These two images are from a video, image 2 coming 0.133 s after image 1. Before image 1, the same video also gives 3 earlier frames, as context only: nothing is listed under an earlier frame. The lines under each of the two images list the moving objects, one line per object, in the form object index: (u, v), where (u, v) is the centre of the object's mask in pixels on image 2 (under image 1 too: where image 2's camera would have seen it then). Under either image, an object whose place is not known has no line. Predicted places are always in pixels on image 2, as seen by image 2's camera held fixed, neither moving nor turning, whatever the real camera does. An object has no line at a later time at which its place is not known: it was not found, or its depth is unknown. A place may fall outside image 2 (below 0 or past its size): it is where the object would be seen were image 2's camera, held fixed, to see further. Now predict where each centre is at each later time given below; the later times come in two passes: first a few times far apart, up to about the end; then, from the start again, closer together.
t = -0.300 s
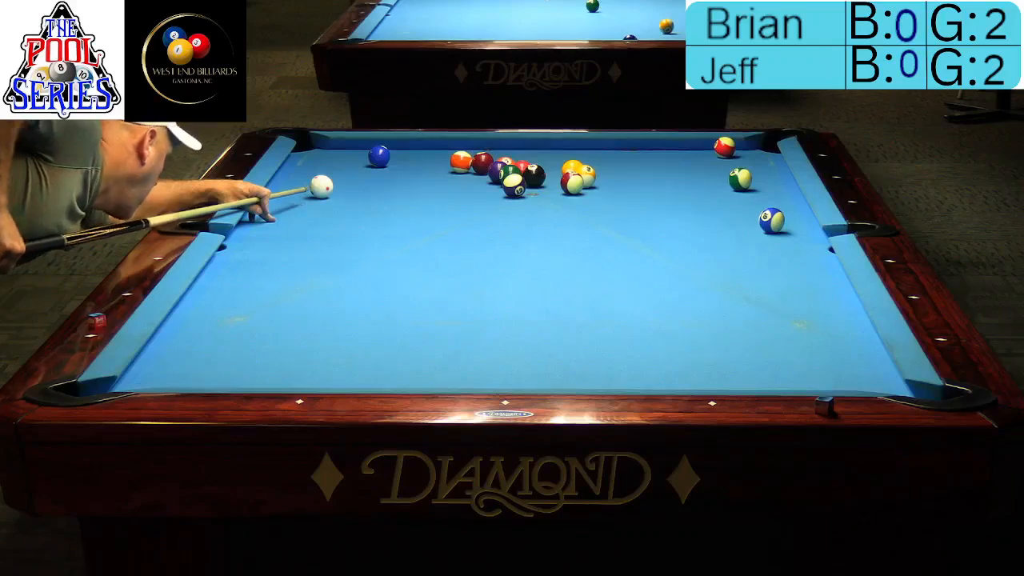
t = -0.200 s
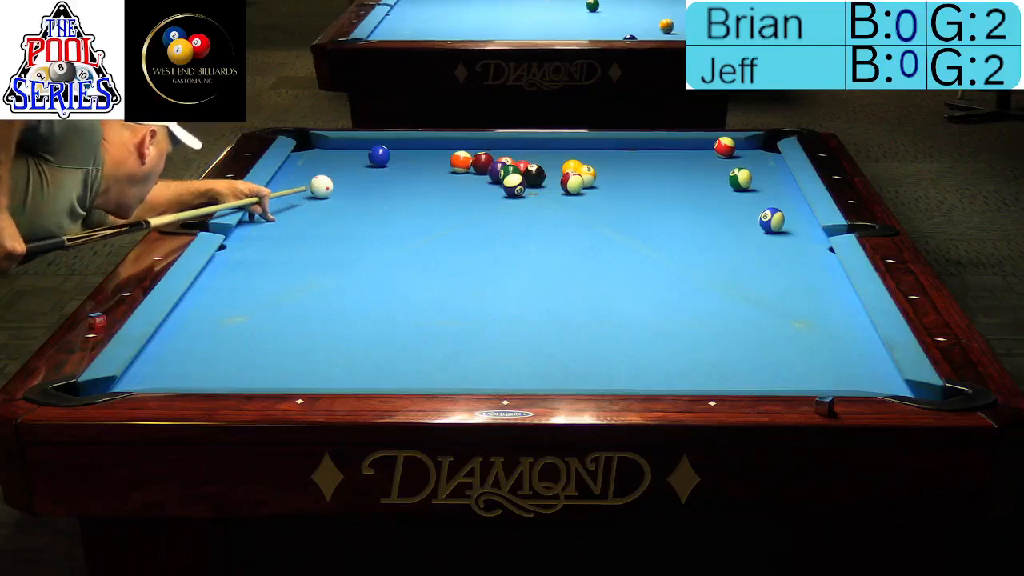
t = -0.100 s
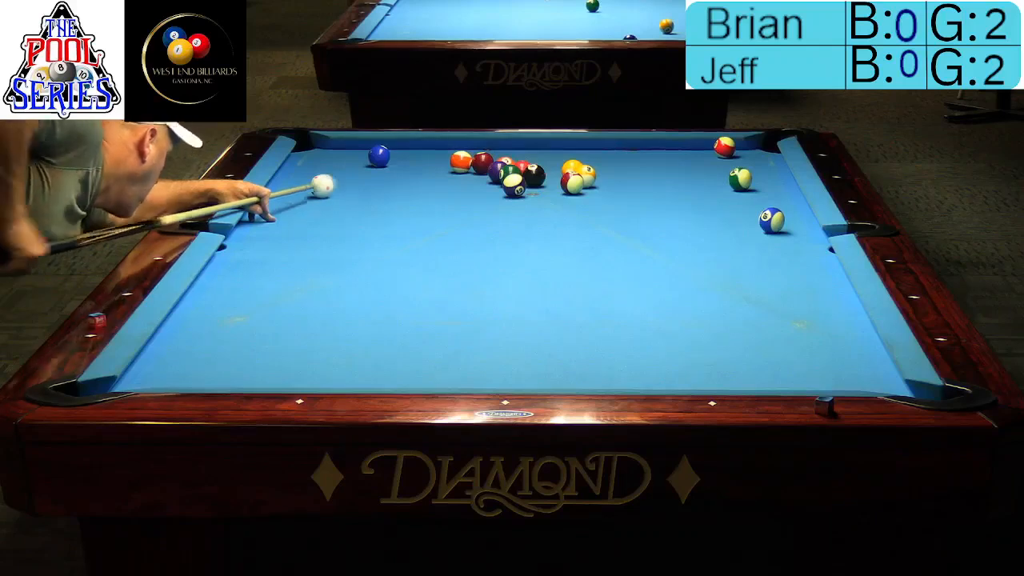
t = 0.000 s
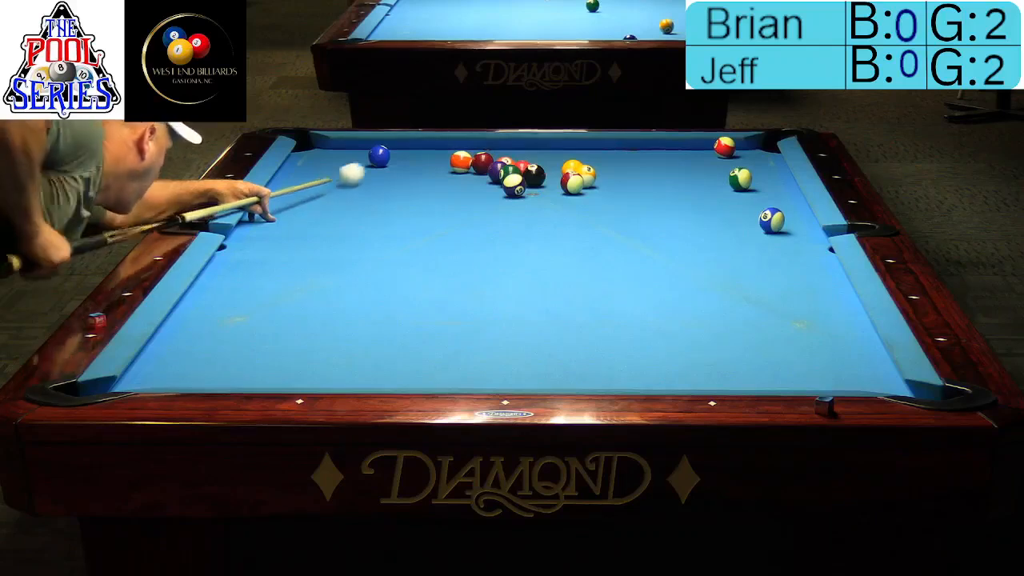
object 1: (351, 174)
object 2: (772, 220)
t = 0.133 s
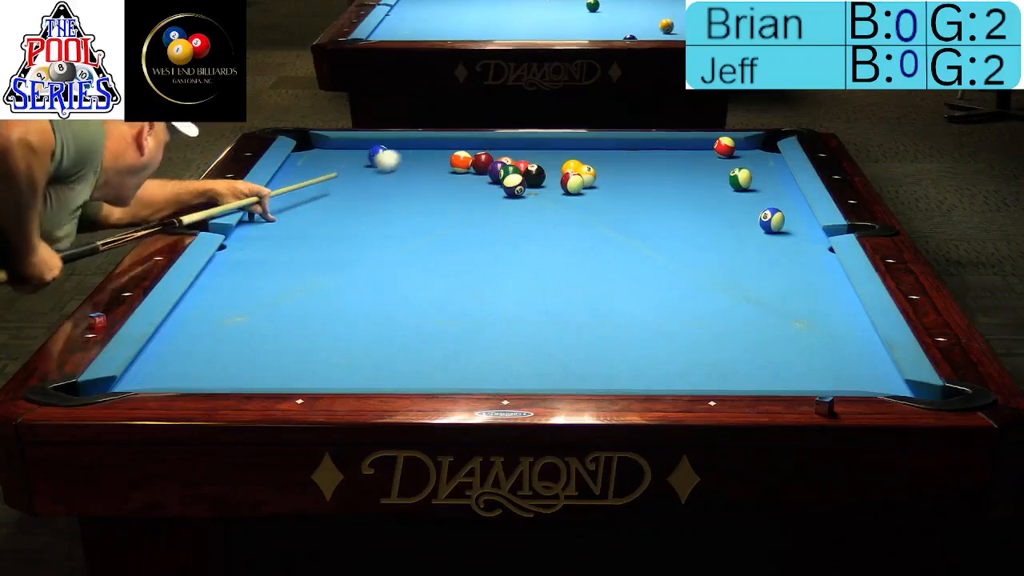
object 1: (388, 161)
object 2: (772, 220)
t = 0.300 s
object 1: (446, 148)
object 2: (772, 220)
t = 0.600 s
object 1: (522, 148)
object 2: (772, 220)
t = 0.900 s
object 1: (586, 158)
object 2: (772, 220)
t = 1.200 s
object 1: (648, 174)
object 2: (771, 220)
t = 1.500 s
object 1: (715, 188)
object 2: (772, 219)
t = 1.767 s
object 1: (777, 199)
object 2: (772, 219)
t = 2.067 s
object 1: (767, 207)
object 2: (772, 219)
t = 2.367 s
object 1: (729, 216)
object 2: (777, 228)
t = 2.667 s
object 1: (691, 218)
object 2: (783, 235)
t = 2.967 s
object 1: (656, 219)
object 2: (787, 241)
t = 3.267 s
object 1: (625, 221)
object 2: (791, 248)
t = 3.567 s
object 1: (598, 223)
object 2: (795, 253)
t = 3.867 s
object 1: (574, 224)
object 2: (797, 258)
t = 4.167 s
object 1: (553, 226)
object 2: (800, 262)
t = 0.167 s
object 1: (397, 158)
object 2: (772, 220)
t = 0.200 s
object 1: (410, 155)
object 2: (772, 220)
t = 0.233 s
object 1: (422, 153)
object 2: (772, 220)
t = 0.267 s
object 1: (434, 151)
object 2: (772, 220)
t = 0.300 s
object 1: (446, 148)
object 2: (772, 220)
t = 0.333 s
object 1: (457, 144)
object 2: (772, 220)
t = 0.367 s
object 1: (469, 143)
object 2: (772, 220)
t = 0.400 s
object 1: (480, 142)
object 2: (772, 220)
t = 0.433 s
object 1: (488, 142)
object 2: (772, 220)
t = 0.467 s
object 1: (496, 143)
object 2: (772, 220)
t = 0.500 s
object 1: (502, 145)
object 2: (772, 220)
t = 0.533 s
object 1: (509, 146)
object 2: (772, 220)
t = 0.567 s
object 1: (515, 147)
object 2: (772, 220)
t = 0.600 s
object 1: (522, 148)
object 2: (772, 220)
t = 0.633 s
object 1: (529, 150)
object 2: (772, 220)
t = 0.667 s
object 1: (536, 151)
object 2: (772, 220)
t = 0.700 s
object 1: (543, 153)
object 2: (772, 220)
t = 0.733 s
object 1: (550, 155)
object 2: (772, 220)
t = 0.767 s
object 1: (556, 156)
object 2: (772, 220)
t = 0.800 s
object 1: (562, 156)
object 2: (772, 220)
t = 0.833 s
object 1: (569, 155)
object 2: (772, 220)
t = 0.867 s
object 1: (577, 156)
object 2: (772, 220)
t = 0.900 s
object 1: (586, 158)
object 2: (772, 220)
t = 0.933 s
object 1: (592, 160)
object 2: (772, 220)
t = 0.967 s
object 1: (600, 164)
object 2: (772, 220)
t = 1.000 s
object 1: (606, 167)
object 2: (772, 220)
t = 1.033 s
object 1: (613, 167)
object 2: (772, 220)
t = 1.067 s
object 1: (620, 169)
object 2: (772, 220)
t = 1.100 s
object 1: (627, 170)
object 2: (772, 220)
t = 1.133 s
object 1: (635, 172)
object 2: (772, 220)
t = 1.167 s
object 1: (642, 173)
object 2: (772, 219)
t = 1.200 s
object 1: (648, 174)
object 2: (771, 220)
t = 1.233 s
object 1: (657, 176)
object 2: (772, 220)
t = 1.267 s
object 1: (662, 177)
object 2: (771, 219)
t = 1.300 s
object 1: (670, 179)
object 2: (772, 220)
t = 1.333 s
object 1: (678, 180)
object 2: (772, 219)
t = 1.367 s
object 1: (684, 182)
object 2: (771, 220)
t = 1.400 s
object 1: (693, 184)
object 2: (772, 219)
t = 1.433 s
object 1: (700, 185)
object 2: (772, 219)
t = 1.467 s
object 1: (707, 187)
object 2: (772, 220)
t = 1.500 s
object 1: (715, 188)
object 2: (772, 219)
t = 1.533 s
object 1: (722, 190)
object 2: (772, 220)
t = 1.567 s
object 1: (730, 191)
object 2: (772, 219)
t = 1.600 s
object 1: (738, 193)
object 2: (772, 219)
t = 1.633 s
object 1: (745, 195)
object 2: (772, 219)
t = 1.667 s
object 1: (753, 196)
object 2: (772, 219)
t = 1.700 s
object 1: (761, 198)
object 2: (772, 219)
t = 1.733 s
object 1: (768, 197)
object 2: (772, 219)
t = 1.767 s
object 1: (777, 199)
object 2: (772, 219)
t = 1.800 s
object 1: (785, 202)
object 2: (771, 220)
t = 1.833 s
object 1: (792, 204)
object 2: (772, 219)
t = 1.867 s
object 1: (795, 206)
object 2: (772, 219)
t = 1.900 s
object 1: (792, 207)
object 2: (772, 219)
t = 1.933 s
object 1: (788, 207)
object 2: (772, 219)
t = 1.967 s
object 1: (785, 208)
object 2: (772, 219)
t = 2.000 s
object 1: (782, 207)
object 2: (772, 219)
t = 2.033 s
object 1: (776, 205)
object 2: (772, 219)
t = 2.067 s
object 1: (767, 207)
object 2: (772, 219)
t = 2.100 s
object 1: (762, 209)
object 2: (773, 221)
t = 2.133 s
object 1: (758, 213)
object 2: (773, 222)
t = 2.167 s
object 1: (754, 214)
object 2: (774, 222)
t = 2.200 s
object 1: (750, 215)
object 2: (774, 223)
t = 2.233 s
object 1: (747, 215)
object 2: (775, 224)
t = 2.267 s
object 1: (742, 215)
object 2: (775, 225)
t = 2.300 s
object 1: (738, 216)
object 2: (776, 226)
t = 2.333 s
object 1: (733, 216)
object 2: (776, 227)
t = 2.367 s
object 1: (729, 216)
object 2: (777, 228)
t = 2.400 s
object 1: (725, 216)
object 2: (778, 229)
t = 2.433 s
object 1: (720, 217)
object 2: (779, 229)
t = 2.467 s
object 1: (715, 216)
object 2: (779, 230)
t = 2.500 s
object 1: (711, 217)
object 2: (780, 231)
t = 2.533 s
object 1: (707, 217)
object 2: (781, 231)
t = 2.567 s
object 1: (703, 217)
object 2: (781, 232)
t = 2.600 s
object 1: (699, 217)
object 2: (781, 233)
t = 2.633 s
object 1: (695, 218)
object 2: (782, 234)
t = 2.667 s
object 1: (691, 218)
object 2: (783, 235)
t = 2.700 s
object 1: (686, 218)
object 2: (783, 235)
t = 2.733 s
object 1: (682, 218)
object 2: (784, 236)
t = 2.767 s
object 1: (678, 218)
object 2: (784, 237)
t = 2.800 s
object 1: (675, 218)
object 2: (785, 238)
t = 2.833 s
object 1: (671, 218)
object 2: (786, 239)
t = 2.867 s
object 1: (667, 219)
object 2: (786, 239)
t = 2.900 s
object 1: (664, 219)
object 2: (787, 240)
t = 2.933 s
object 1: (660, 219)
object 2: (787, 240)
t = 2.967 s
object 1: (656, 219)
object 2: (787, 241)
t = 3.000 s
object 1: (652, 219)
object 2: (788, 242)
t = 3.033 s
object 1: (649, 220)
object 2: (788, 243)
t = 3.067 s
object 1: (645, 220)
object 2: (789, 243)
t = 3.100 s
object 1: (642, 220)
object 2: (789, 244)
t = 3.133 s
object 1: (639, 220)
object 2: (790, 245)
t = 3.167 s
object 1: (635, 220)
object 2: (790, 246)
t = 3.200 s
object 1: (632, 221)
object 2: (791, 246)
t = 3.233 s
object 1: (629, 221)
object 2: (791, 247)
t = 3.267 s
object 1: (625, 221)
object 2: (791, 248)
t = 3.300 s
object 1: (622, 221)
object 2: (792, 249)
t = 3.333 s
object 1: (619, 221)
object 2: (793, 249)
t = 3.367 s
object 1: (616, 222)
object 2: (793, 249)
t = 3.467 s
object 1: (607, 222)
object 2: (794, 251)
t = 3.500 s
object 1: (604, 222)
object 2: (794, 252)
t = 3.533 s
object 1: (601, 222)
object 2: (795, 252)
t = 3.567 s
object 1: (598, 223)
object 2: (795, 253)
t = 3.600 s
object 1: (595, 223)
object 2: (795, 254)
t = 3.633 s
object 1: (593, 223)
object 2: (795, 254)
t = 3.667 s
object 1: (589, 223)
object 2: (795, 255)
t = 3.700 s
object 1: (587, 223)
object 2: (796, 256)
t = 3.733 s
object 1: (584, 224)
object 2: (796, 256)
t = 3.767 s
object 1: (581, 224)
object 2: (796, 256)
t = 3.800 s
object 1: (579, 224)
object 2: (797, 257)
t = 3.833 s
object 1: (576, 224)
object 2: (797, 258)
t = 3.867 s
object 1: (574, 224)
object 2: (797, 258)
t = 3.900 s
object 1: (571, 224)
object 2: (797, 258)
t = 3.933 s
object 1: (569, 224)
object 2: (797, 259)
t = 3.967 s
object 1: (567, 225)
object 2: (798, 259)
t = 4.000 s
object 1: (564, 225)
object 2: (798, 260)
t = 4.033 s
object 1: (562, 225)
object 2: (798, 260)
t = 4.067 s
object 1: (560, 225)
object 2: (799, 261)
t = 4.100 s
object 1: (558, 225)
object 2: (799, 261)
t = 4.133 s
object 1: (556, 226)
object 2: (799, 261)
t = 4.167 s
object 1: (553, 226)
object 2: (800, 262)
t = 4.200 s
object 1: (551, 226)
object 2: (800, 262)
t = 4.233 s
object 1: (550, 225)
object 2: (800, 263)
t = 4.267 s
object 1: (548, 226)
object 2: (801, 263)
